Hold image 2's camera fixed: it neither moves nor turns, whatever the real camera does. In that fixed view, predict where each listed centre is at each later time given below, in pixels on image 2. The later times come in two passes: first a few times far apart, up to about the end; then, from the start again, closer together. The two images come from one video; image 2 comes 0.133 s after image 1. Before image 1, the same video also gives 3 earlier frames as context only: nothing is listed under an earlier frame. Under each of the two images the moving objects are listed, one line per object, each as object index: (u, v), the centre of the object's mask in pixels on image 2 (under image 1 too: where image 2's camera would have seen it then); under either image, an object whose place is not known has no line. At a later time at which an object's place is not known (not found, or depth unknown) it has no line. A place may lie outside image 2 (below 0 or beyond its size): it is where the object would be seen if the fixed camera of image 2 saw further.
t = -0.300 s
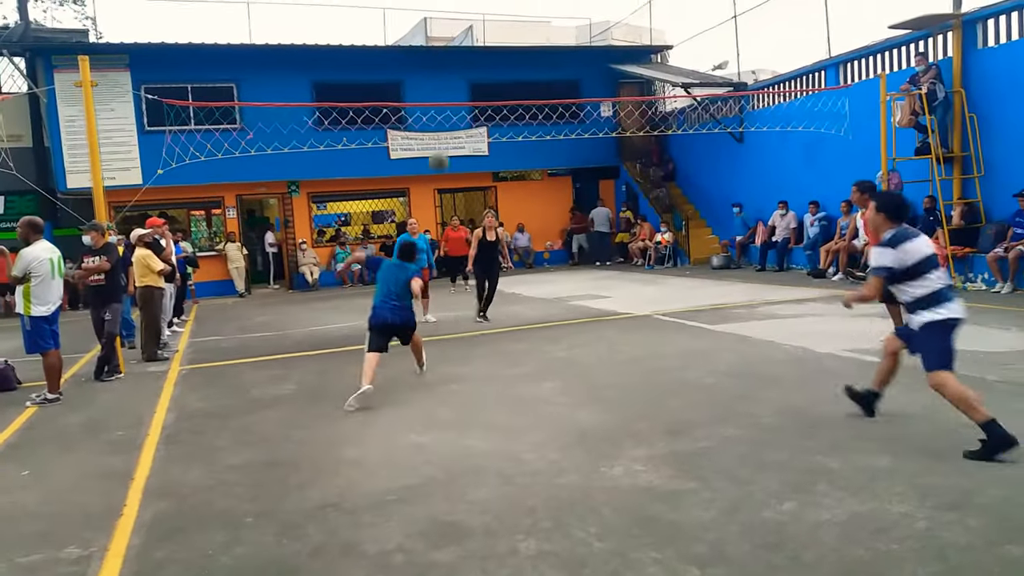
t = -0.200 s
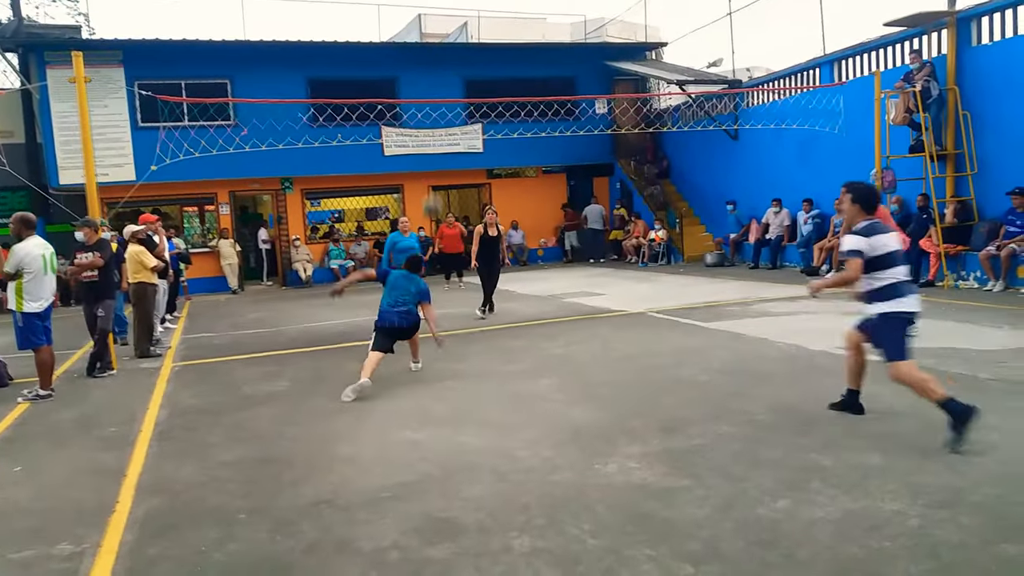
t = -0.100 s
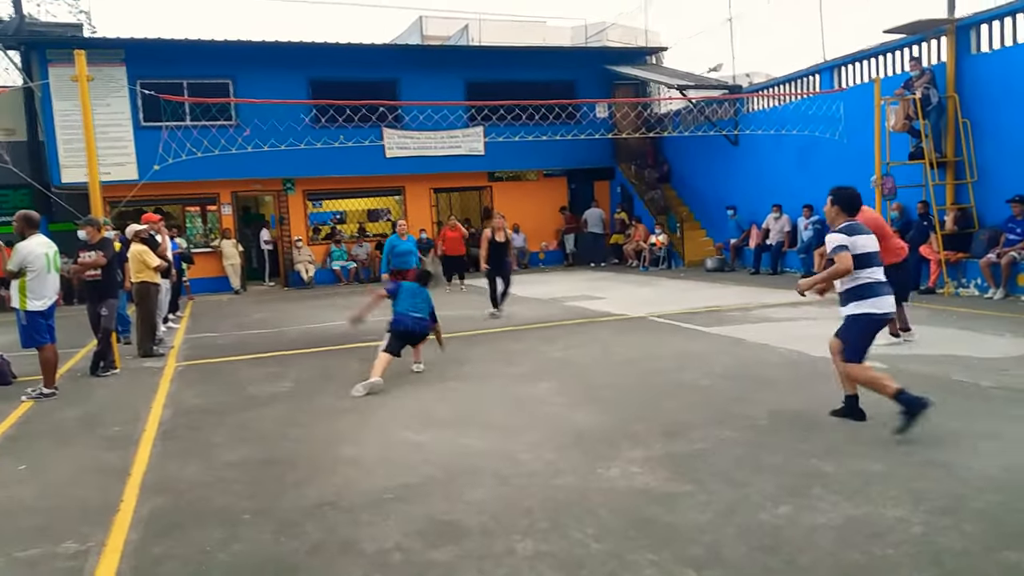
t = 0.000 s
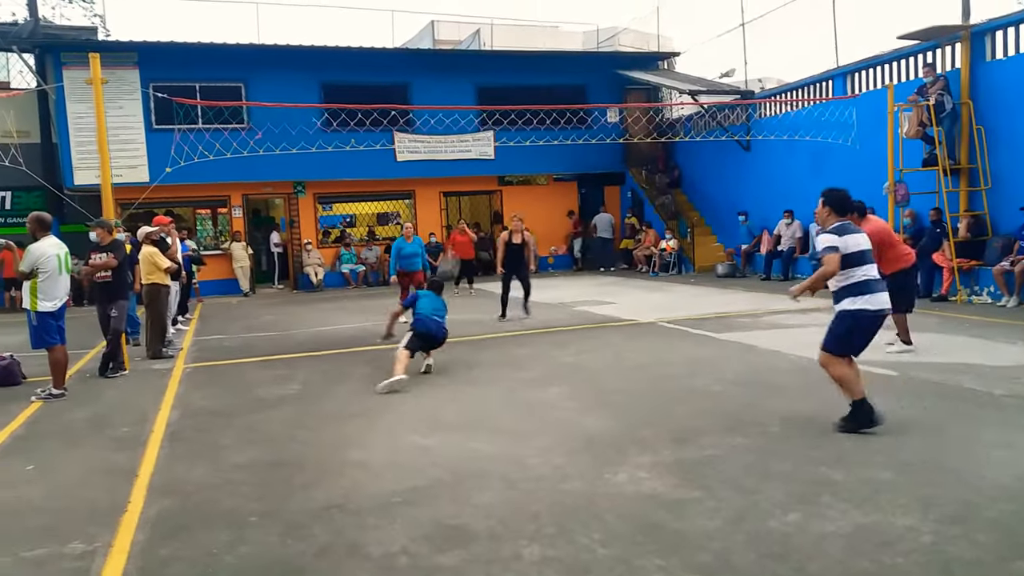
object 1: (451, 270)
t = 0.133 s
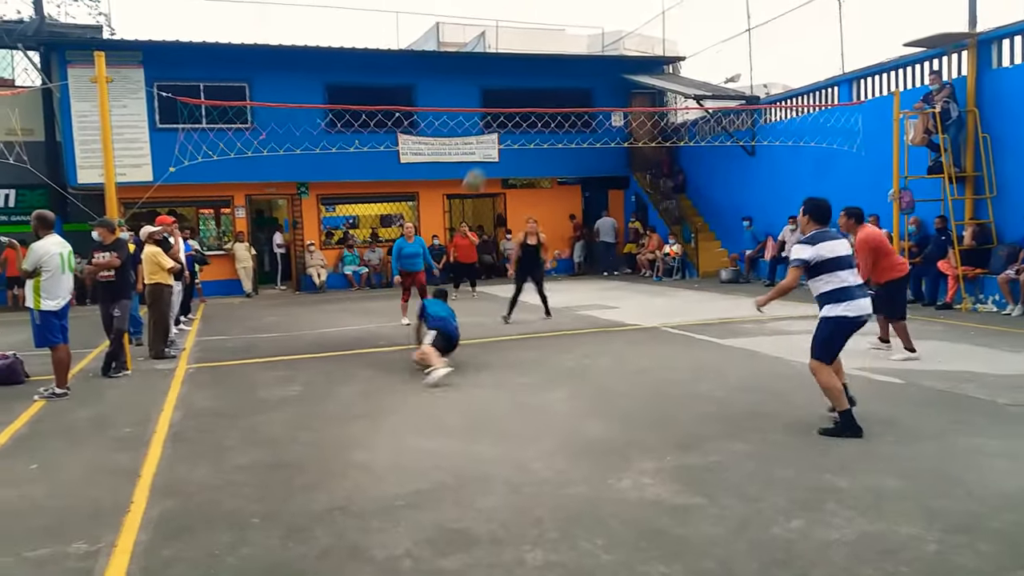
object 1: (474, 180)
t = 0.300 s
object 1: (504, 95)
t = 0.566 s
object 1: (555, 13)
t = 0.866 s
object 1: (613, 3)
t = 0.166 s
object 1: (479, 163)
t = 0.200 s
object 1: (485, 143)
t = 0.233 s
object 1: (492, 125)
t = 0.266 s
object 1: (498, 109)
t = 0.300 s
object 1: (504, 95)
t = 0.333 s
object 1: (510, 81)
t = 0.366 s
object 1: (517, 67)
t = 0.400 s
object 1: (522, 57)
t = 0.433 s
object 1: (529, 46)
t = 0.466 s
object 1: (535, 36)
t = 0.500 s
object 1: (542, 28)
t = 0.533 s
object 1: (548, 20)
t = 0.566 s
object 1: (555, 13)
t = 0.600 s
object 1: (561, 8)
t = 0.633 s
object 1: (568, 3)
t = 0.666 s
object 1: (574, 0)
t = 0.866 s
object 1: (613, 3)
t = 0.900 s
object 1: (619, 7)
